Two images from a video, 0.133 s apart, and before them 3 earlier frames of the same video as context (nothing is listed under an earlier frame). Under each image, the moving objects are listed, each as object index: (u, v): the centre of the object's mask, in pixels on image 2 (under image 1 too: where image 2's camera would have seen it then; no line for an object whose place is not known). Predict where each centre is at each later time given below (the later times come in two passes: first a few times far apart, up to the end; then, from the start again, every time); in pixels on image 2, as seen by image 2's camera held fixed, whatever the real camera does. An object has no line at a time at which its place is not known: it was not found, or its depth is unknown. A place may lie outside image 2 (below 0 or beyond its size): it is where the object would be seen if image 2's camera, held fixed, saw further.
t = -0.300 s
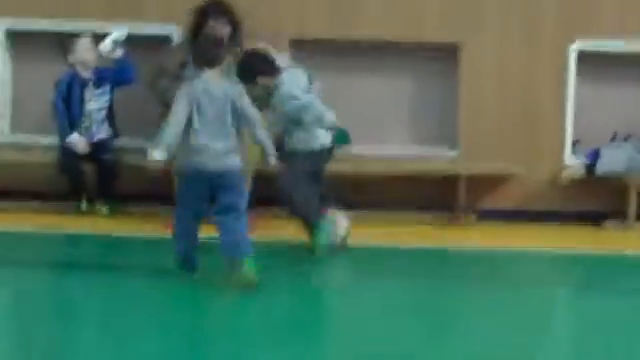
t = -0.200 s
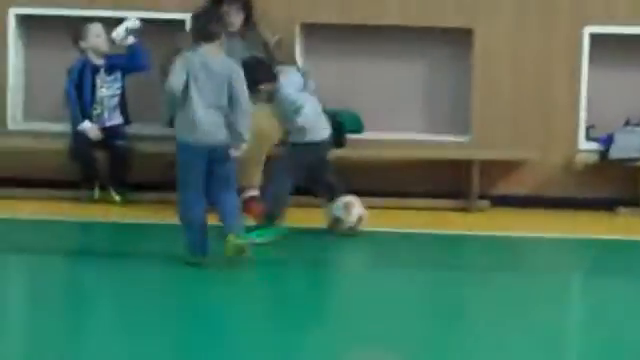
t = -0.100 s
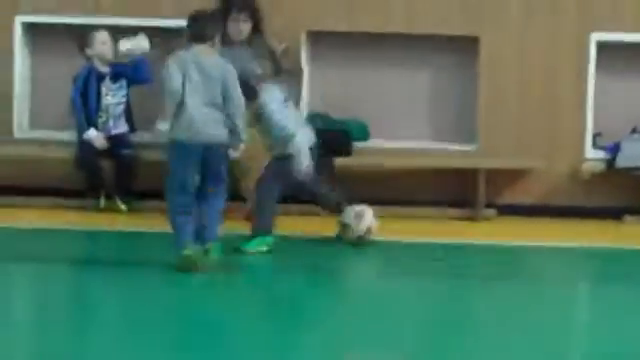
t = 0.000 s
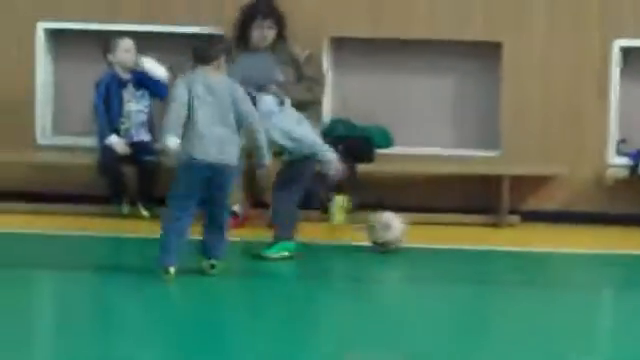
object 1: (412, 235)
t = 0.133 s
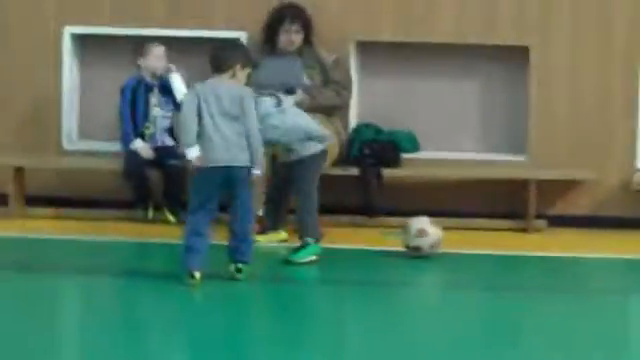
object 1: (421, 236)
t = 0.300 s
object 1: (431, 236)
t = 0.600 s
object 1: (449, 237)
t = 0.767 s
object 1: (456, 237)
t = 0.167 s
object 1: (423, 236)
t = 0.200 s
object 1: (425, 237)
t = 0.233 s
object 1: (427, 236)
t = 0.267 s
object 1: (429, 236)
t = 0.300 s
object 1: (431, 236)
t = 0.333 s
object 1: (433, 236)
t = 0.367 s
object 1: (435, 236)
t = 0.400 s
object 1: (437, 237)
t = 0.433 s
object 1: (439, 236)
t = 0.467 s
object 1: (441, 237)
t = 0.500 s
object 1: (443, 237)
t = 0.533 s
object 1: (445, 237)
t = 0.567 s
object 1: (447, 237)
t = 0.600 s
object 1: (449, 237)
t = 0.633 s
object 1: (450, 238)
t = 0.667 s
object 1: (452, 238)
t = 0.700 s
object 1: (453, 237)
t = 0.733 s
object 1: (454, 237)
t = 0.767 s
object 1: (456, 237)
